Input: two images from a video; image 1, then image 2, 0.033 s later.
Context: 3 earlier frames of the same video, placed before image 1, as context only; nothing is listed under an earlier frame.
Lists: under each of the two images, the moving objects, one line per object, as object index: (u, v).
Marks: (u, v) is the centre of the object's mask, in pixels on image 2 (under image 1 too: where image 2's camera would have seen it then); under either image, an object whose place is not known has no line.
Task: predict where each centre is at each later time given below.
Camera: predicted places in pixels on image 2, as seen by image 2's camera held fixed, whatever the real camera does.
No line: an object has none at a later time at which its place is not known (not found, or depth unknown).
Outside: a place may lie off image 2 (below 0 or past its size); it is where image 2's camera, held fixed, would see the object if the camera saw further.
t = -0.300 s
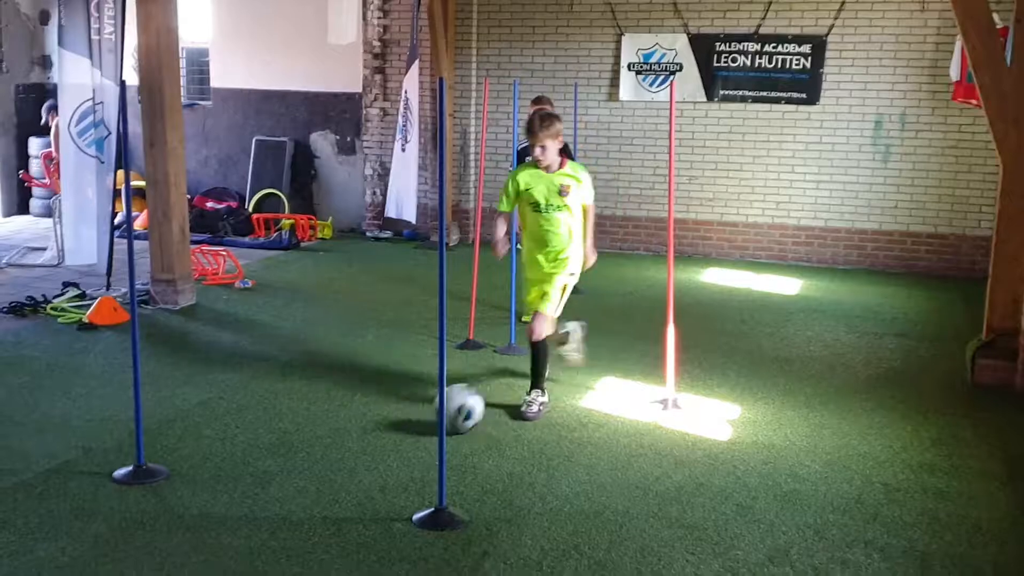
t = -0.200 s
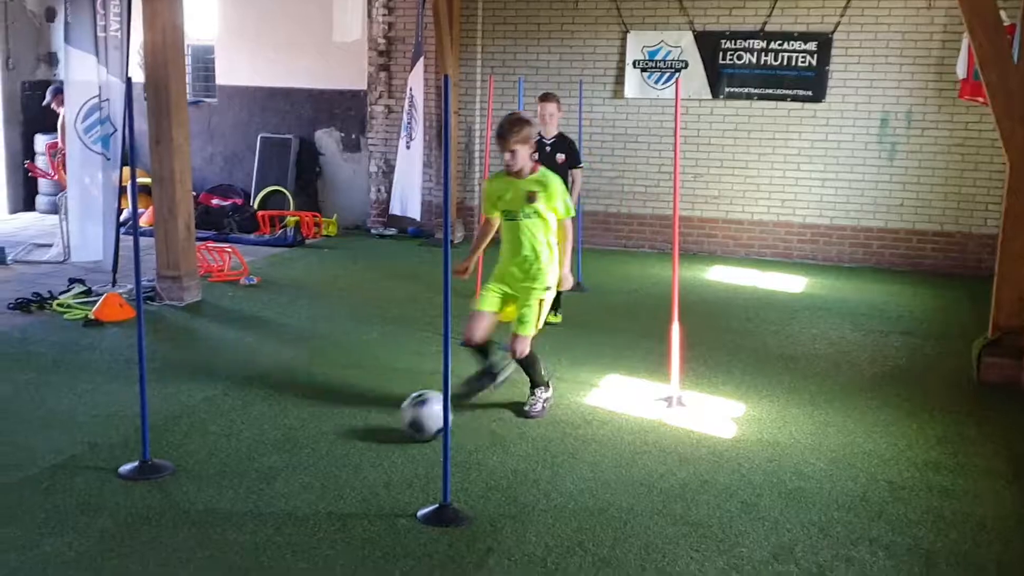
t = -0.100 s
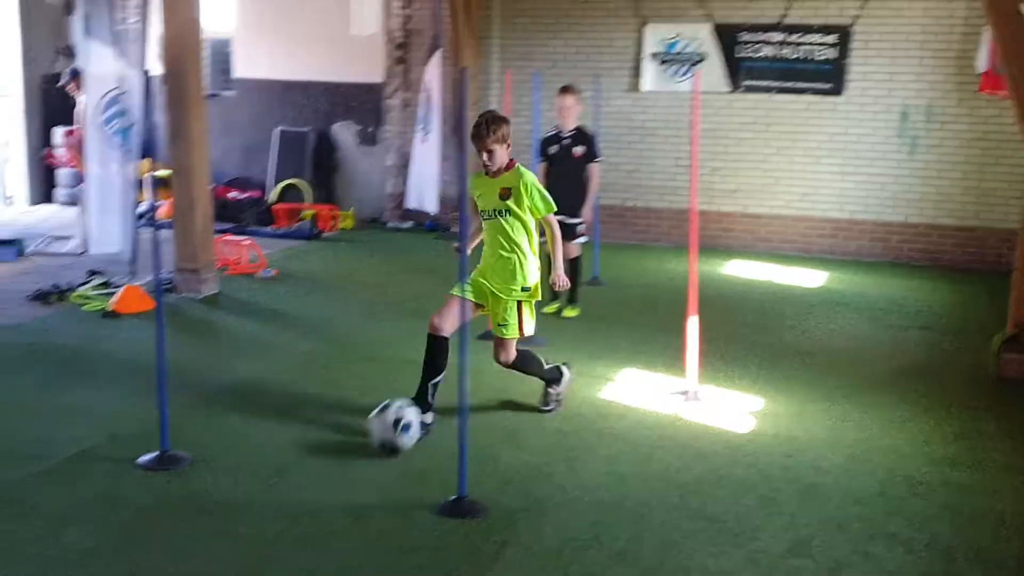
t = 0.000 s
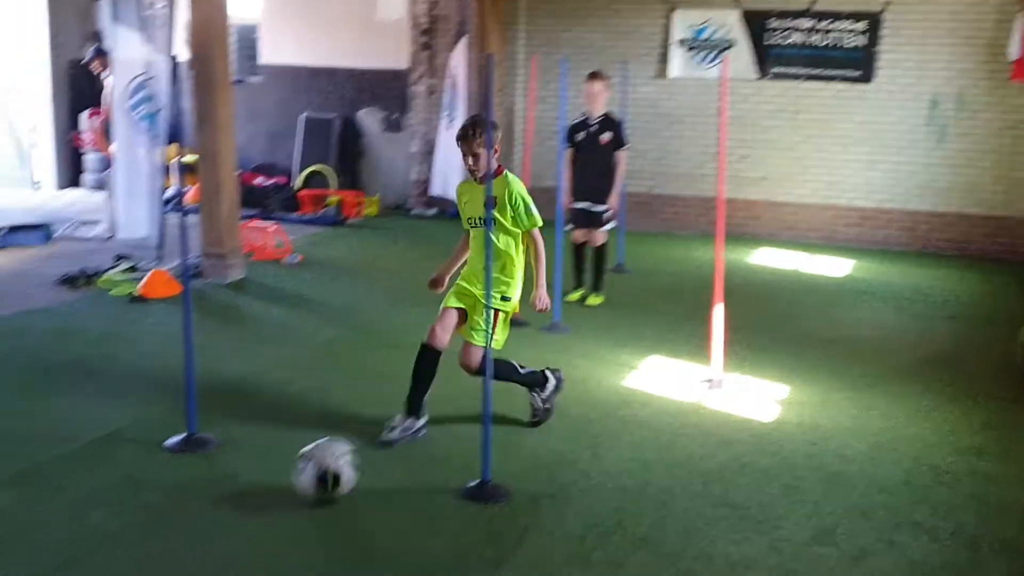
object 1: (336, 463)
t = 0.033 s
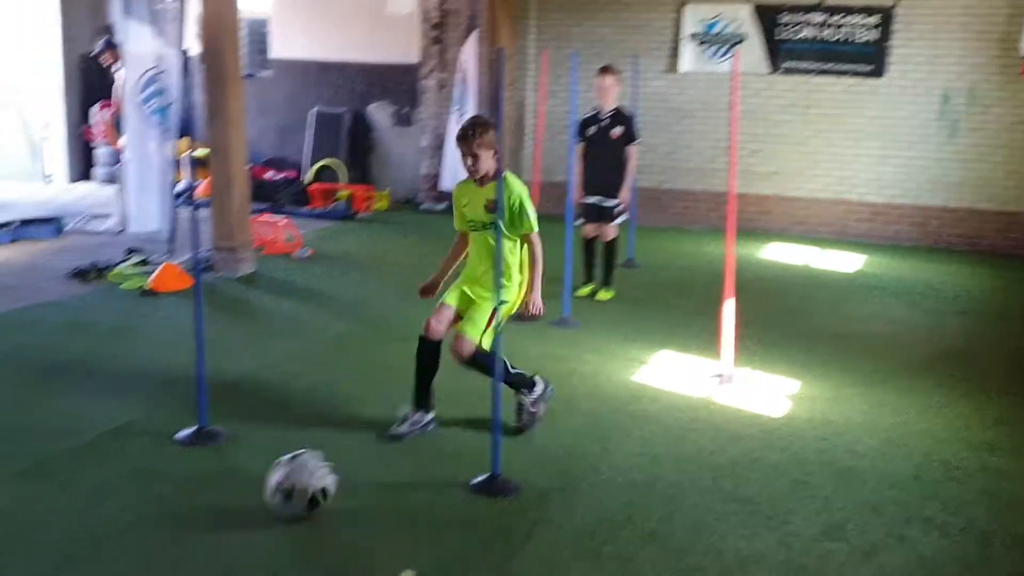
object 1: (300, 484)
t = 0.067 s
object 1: (260, 509)
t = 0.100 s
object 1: (217, 536)
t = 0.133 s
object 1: (172, 561)
